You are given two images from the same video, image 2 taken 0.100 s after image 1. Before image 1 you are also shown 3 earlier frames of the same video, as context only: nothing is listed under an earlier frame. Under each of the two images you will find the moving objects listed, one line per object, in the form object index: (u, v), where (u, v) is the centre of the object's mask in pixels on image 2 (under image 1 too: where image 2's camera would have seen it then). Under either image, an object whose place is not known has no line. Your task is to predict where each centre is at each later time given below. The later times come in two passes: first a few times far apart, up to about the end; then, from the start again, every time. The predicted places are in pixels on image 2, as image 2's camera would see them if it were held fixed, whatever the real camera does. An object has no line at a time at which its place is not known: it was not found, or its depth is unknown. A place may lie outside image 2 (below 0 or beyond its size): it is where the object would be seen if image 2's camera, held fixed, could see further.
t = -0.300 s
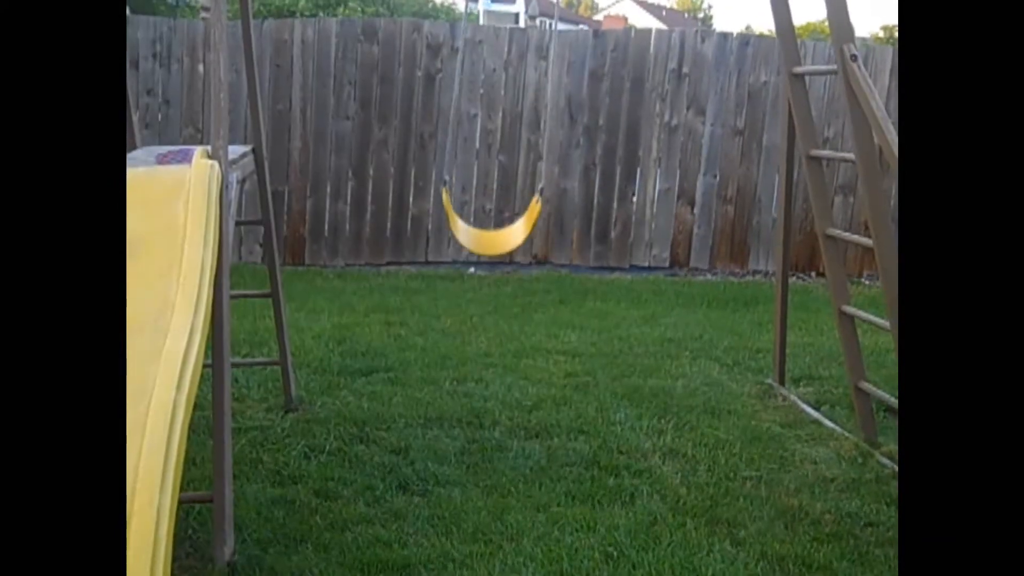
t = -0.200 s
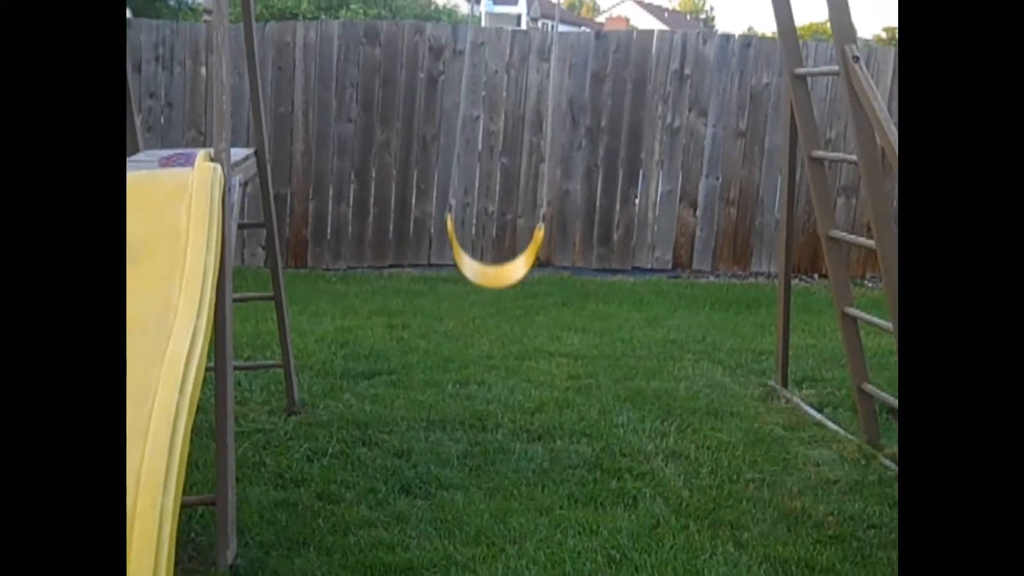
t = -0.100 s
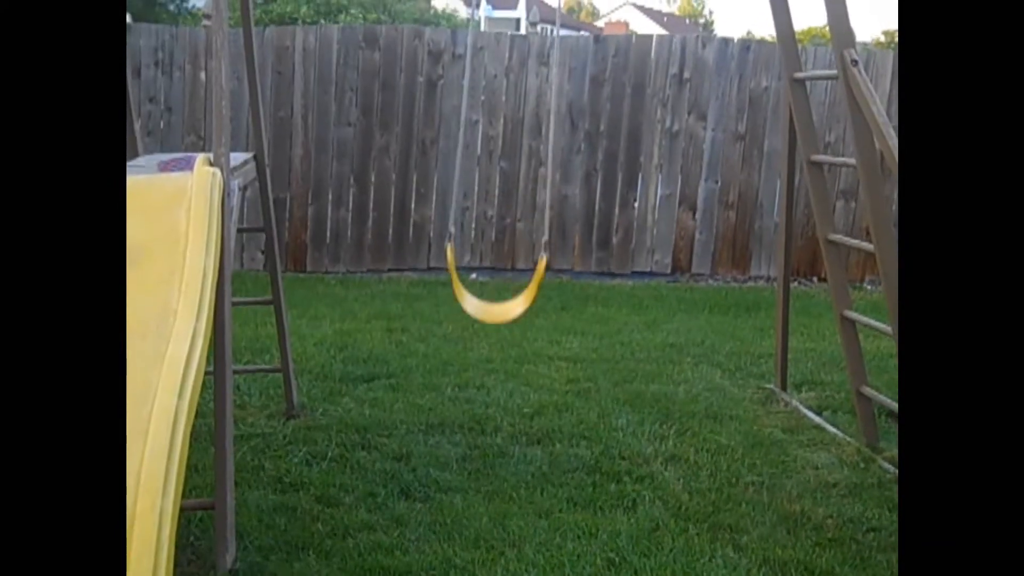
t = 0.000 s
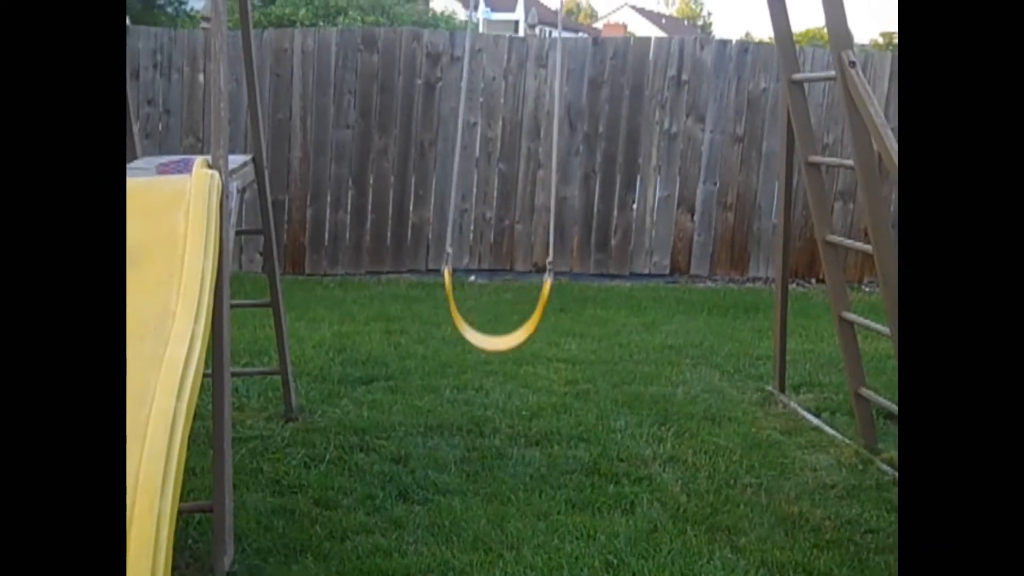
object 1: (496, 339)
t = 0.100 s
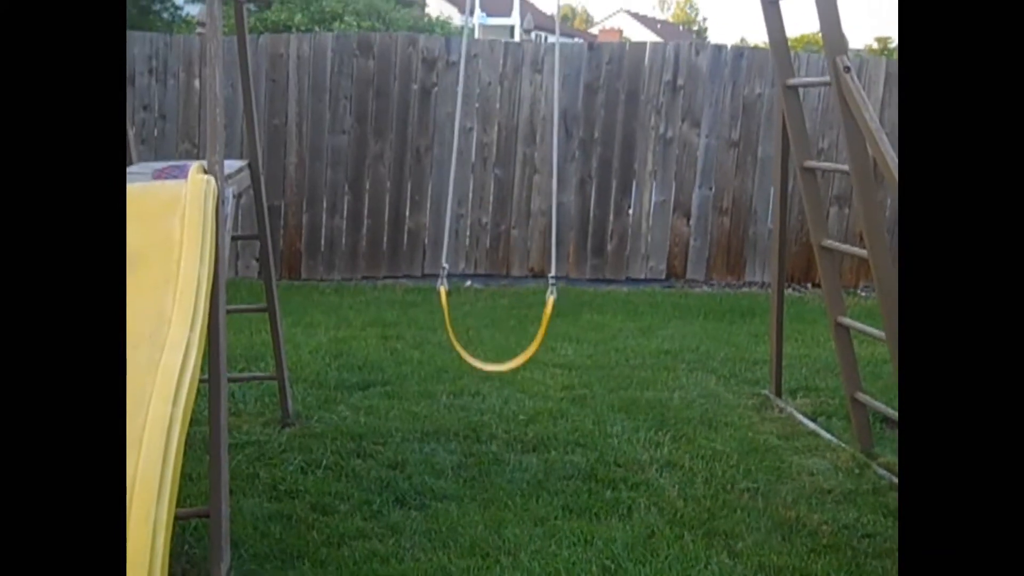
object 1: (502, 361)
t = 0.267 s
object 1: (492, 362)
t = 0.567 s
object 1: (494, 294)
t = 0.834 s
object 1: (479, 309)
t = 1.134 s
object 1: (500, 362)
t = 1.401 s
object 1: (479, 316)
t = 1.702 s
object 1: (486, 232)
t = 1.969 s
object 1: (492, 217)
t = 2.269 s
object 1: (499, 285)
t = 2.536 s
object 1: (520, 345)
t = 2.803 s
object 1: (481, 343)
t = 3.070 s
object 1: (496, 302)
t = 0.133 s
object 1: (504, 366)
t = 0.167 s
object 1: (500, 369)
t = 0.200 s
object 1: (497, 370)
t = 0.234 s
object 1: (503, 367)
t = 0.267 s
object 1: (492, 362)
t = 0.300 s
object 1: (491, 356)
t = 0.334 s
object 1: (490, 349)
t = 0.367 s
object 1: (494, 342)
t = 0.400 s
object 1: (487, 330)
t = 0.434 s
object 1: (488, 322)
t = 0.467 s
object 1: (490, 313)
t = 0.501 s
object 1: (494, 306)
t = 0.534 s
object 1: (494, 300)
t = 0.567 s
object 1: (494, 294)
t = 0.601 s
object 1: (493, 290)
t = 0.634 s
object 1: (492, 287)
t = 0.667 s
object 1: (490, 287)
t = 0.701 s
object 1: (488, 288)
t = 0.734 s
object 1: (487, 291)
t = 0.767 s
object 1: (485, 296)
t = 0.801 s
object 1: (484, 302)
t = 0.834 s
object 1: (479, 309)
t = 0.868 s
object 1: (477, 317)
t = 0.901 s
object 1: (473, 324)
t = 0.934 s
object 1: (472, 333)
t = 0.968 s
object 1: (468, 339)
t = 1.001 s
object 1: (470, 349)
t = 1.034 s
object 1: (470, 356)
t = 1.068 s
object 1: (467, 360)
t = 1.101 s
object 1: (482, 368)
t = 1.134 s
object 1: (500, 362)
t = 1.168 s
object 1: (496, 363)
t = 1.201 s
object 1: (494, 359)
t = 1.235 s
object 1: (490, 356)
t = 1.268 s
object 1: (487, 350)
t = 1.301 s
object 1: (488, 342)
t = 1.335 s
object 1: (482, 335)
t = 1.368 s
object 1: (479, 326)
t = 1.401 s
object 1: (479, 316)
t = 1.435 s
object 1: (480, 306)
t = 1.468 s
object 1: (480, 296)
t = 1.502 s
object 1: (481, 286)
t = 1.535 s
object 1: (482, 274)
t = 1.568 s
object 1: (482, 264)
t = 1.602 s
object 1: (483, 255)
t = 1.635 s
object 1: (484, 246)
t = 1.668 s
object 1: (485, 239)
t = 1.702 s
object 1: (486, 232)
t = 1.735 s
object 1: (486, 226)
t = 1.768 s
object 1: (487, 221)
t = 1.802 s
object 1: (488, 218)
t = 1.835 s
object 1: (489, 215)
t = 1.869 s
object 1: (490, 214)
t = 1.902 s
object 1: (491, 213)
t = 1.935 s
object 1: (492, 214)
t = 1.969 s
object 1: (492, 217)
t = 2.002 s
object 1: (493, 220)
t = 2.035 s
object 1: (493, 225)
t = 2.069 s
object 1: (494, 231)
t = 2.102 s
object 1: (495, 239)
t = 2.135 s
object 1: (496, 246)
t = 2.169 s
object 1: (496, 255)
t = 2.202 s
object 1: (496, 263)
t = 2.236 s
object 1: (498, 274)
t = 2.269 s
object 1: (499, 285)
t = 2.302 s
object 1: (501, 293)
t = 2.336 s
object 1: (502, 304)
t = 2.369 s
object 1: (503, 314)
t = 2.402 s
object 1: (506, 322)
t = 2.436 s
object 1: (508, 331)
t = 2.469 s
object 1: (510, 339)
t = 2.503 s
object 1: (514, 343)
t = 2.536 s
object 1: (520, 345)
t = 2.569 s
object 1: (520, 352)
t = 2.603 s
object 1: (522, 355)
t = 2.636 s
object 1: (522, 360)
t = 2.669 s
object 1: (483, 365)
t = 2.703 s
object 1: (479, 359)
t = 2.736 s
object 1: (483, 356)
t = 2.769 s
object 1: (479, 347)
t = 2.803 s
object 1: (481, 343)
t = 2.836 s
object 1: (482, 336)
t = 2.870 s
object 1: (484, 329)
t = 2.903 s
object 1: (486, 323)
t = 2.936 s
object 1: (488, 317)
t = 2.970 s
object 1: (489, 311)
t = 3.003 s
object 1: (493, 307)
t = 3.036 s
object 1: (494, 304)
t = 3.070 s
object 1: (496, 302)
